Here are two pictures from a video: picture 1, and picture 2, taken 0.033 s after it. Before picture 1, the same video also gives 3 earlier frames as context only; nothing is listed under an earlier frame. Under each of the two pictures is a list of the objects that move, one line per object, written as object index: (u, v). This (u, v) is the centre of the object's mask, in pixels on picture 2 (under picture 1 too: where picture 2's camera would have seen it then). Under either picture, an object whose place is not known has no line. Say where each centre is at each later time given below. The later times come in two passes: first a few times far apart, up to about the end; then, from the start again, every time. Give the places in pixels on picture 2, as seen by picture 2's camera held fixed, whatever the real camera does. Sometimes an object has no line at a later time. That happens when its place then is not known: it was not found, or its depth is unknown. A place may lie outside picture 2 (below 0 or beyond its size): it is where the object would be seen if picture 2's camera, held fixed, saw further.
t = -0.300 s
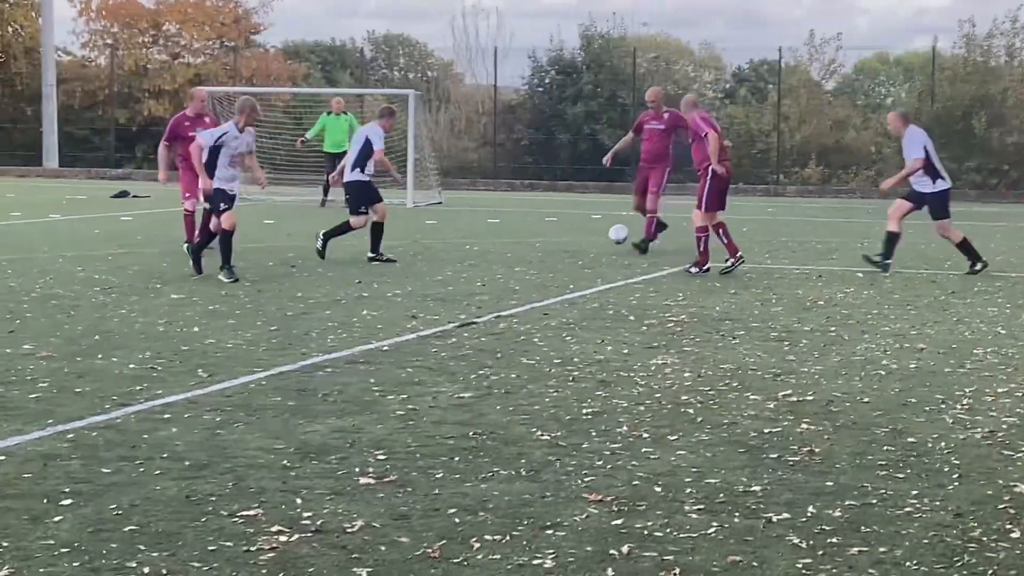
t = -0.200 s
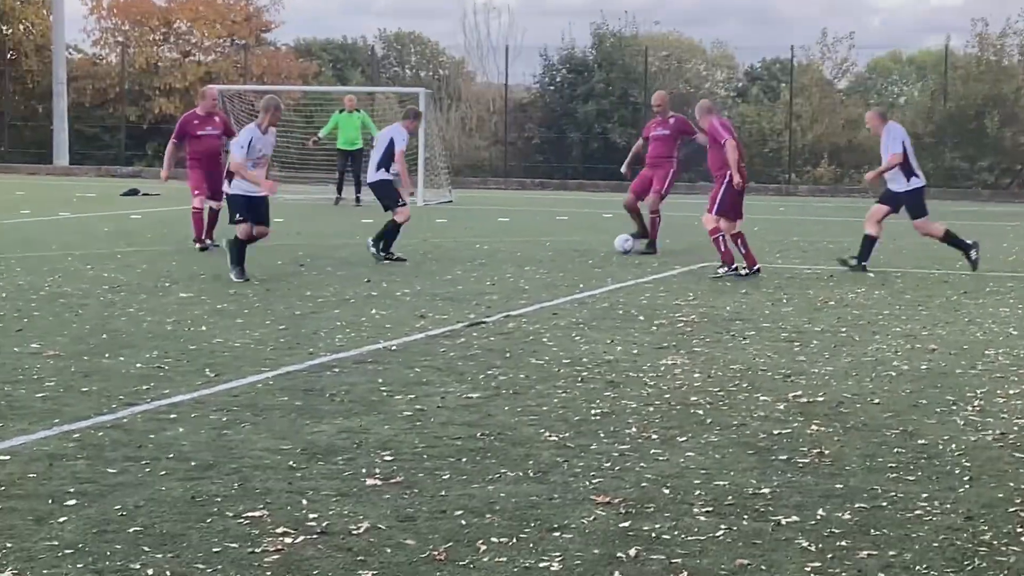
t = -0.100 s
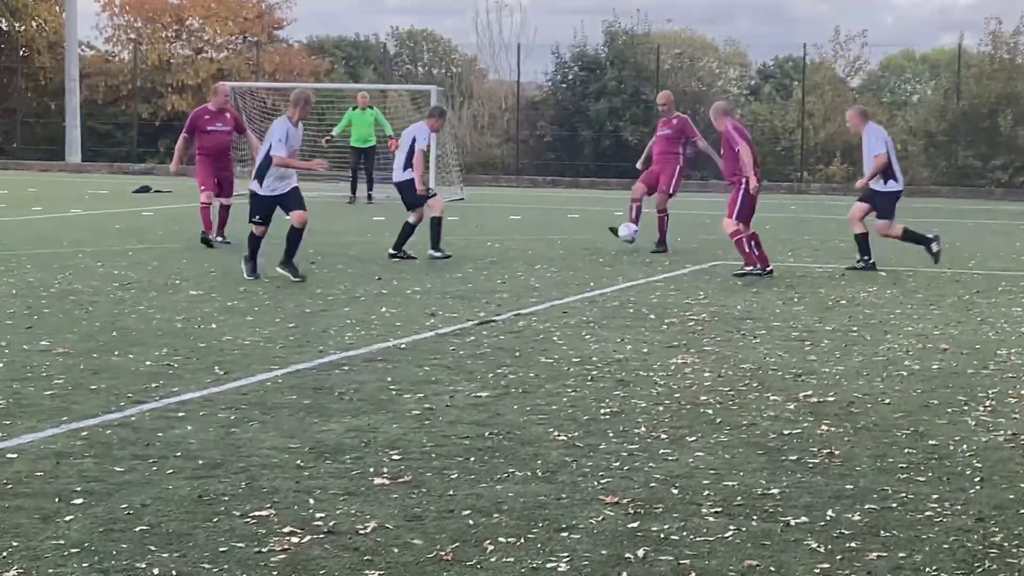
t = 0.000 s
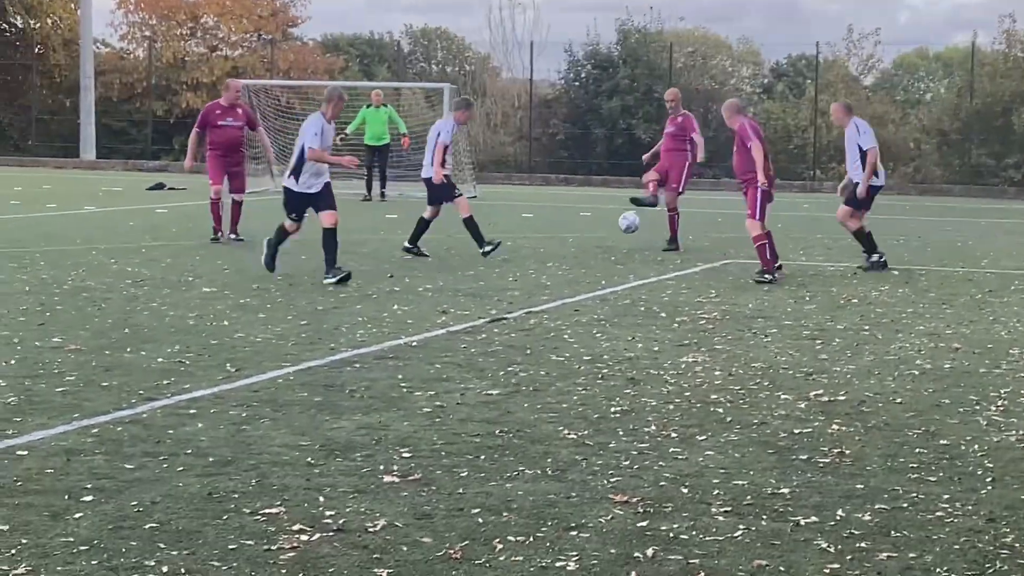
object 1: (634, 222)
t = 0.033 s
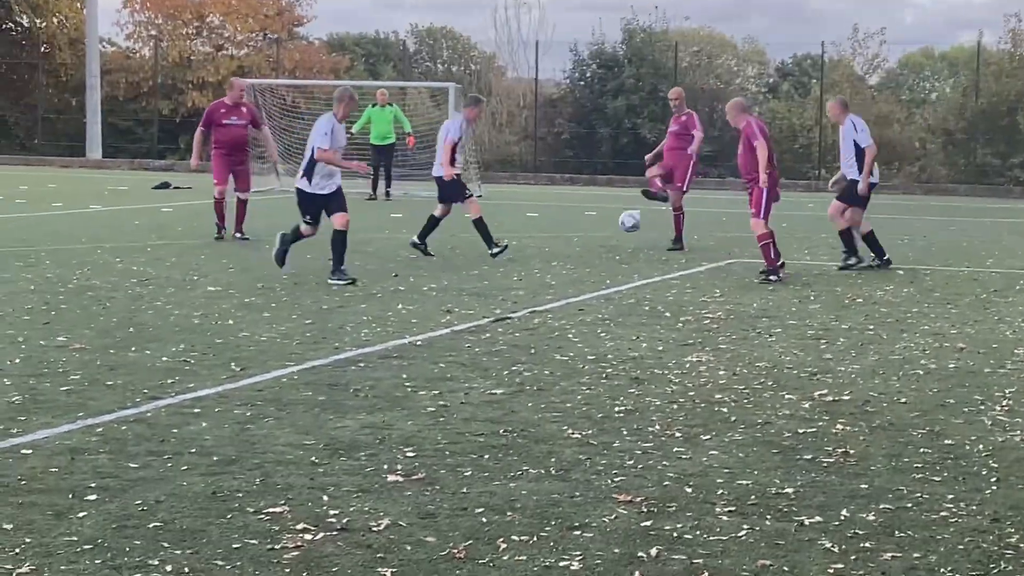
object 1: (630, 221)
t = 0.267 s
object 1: (604, 249)
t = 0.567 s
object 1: (580, 281)
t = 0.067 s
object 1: (626, 222)
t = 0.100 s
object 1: (622, 223)
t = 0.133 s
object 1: (619, 225)
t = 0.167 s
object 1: (615, 229)
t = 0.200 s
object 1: (611, 235)
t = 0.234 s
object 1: (608, 241)
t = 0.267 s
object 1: (604, 249)
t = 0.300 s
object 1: (601, 259)
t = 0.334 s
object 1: (597, 270)
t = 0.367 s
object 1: (592, 283)
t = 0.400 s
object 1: (591, 291)
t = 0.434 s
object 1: (588, 286)
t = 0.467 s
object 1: (586, 282)
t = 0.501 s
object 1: (584, 281)
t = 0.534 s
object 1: (582, 280)
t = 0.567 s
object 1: (580, 281)
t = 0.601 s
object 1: (577, 284)
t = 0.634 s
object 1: (575, 289)
